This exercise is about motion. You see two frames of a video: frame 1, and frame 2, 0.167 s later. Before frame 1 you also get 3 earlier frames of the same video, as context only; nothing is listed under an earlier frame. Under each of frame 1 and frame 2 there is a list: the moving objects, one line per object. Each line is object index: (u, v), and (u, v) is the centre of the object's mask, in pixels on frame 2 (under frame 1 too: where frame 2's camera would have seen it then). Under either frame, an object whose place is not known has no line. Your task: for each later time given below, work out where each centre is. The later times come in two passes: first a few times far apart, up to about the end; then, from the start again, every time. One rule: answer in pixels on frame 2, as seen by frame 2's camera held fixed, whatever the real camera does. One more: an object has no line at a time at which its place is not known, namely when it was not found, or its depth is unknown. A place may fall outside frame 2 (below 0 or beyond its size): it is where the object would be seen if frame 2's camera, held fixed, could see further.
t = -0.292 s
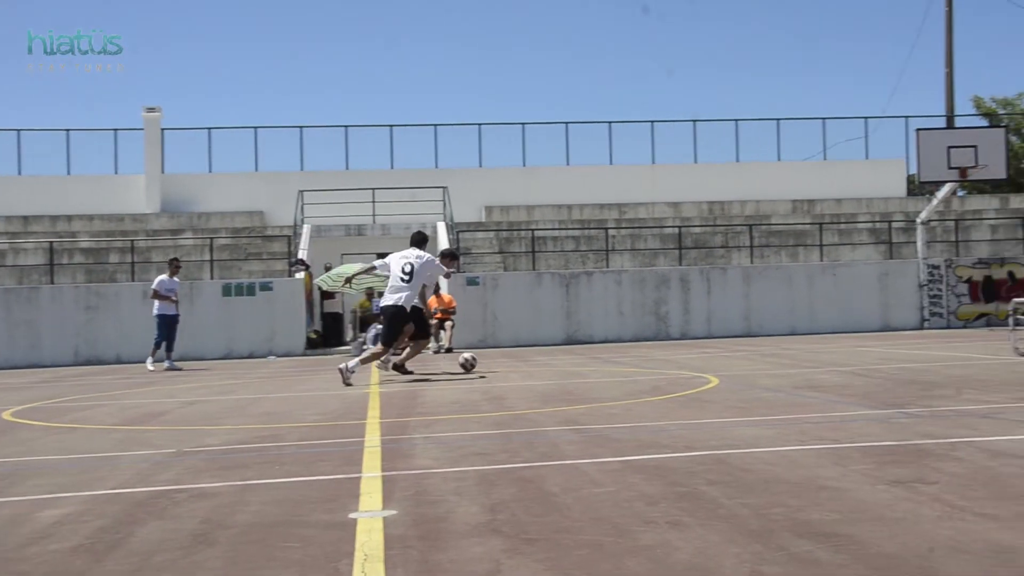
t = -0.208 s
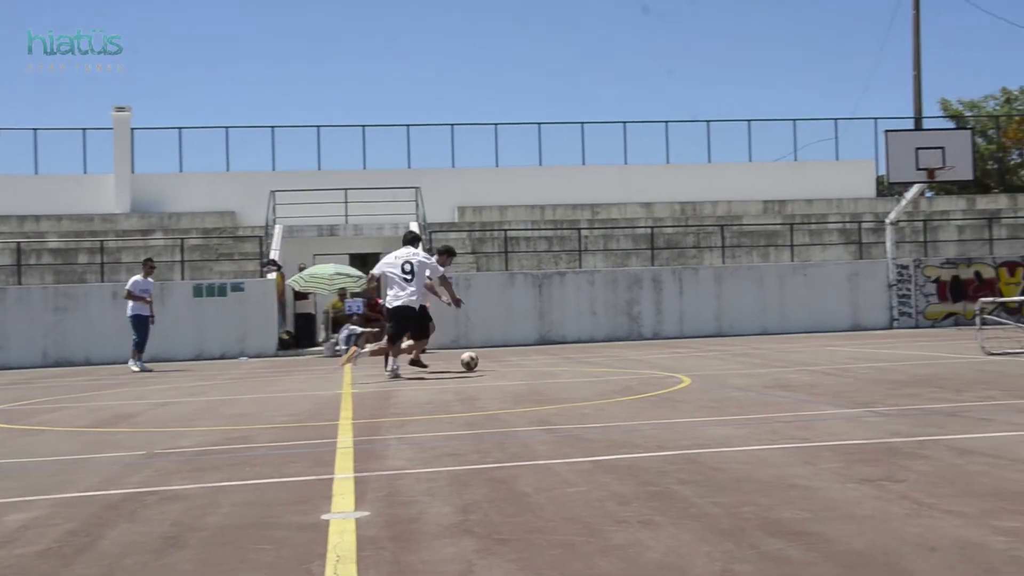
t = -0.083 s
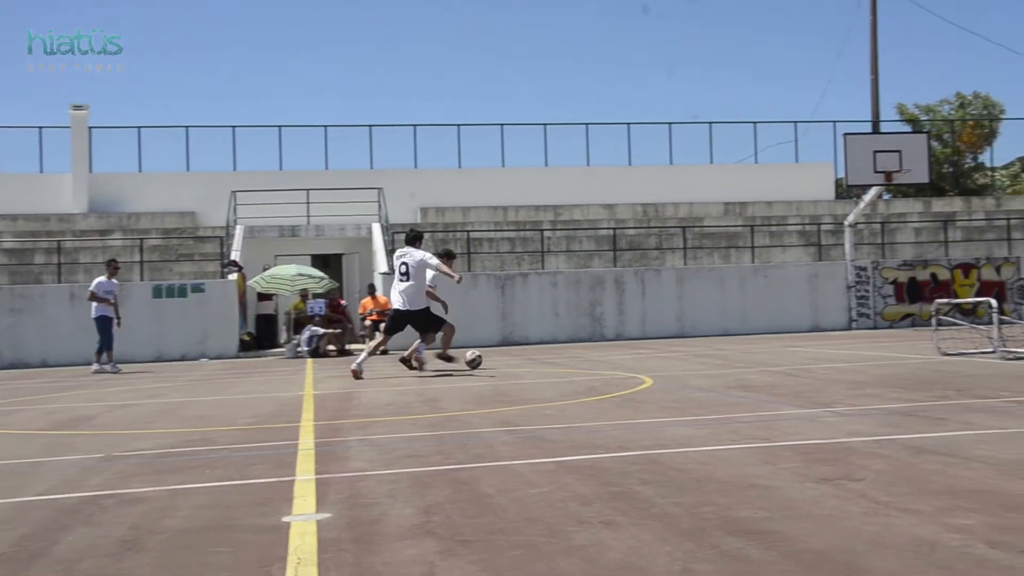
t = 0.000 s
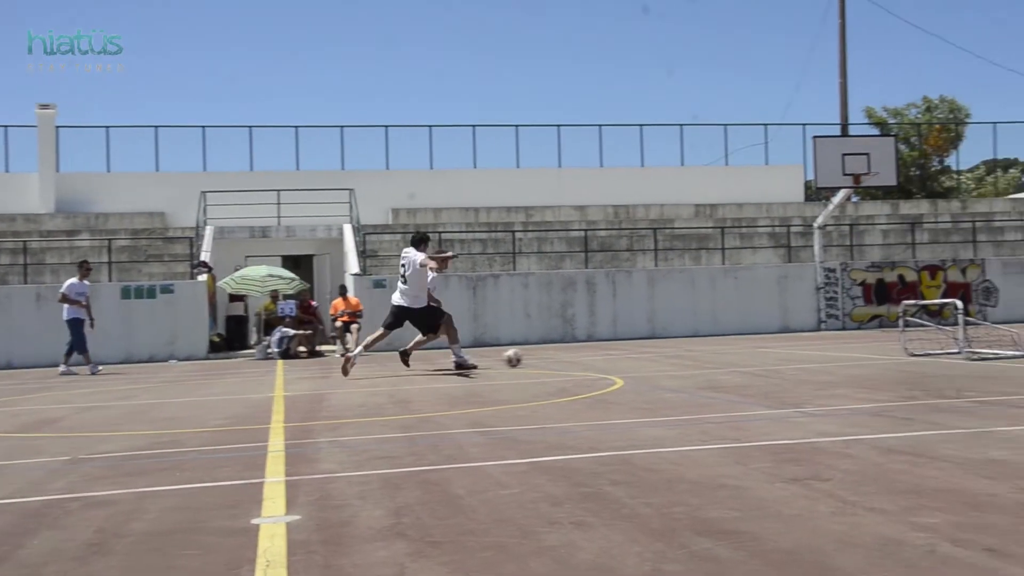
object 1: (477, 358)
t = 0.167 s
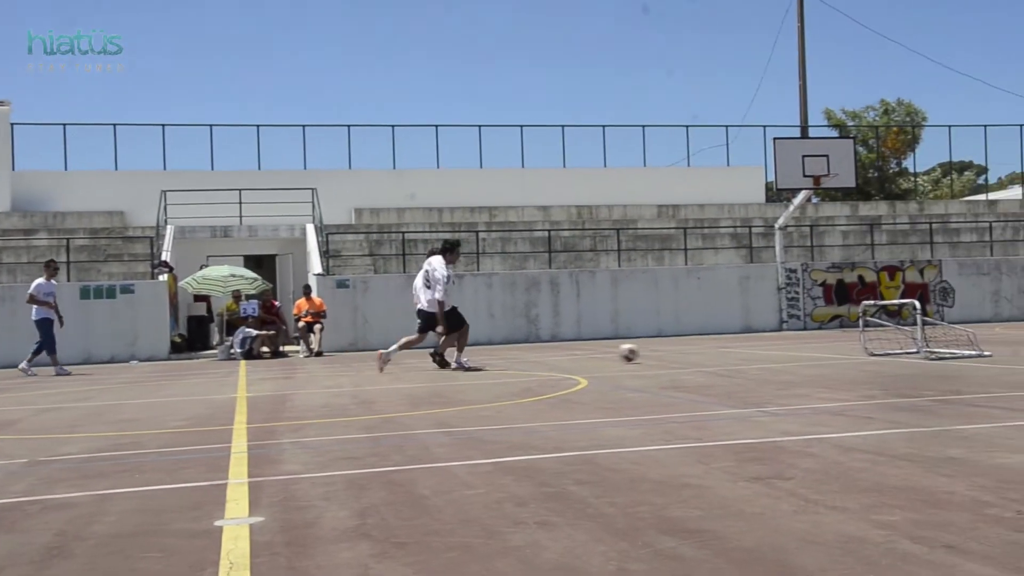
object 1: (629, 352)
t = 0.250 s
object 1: (698, 351)
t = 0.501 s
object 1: (852, 342)
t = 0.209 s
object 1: (665, 353)
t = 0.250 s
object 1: (698, 351)
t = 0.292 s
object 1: (731, 350)
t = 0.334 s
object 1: (762, 349)
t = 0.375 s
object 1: (792, 349)
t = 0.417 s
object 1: (821, 347)
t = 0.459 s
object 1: (848, 345)
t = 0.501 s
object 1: (852, 342)
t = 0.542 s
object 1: (840, 339)
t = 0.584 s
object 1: (829, 337)
